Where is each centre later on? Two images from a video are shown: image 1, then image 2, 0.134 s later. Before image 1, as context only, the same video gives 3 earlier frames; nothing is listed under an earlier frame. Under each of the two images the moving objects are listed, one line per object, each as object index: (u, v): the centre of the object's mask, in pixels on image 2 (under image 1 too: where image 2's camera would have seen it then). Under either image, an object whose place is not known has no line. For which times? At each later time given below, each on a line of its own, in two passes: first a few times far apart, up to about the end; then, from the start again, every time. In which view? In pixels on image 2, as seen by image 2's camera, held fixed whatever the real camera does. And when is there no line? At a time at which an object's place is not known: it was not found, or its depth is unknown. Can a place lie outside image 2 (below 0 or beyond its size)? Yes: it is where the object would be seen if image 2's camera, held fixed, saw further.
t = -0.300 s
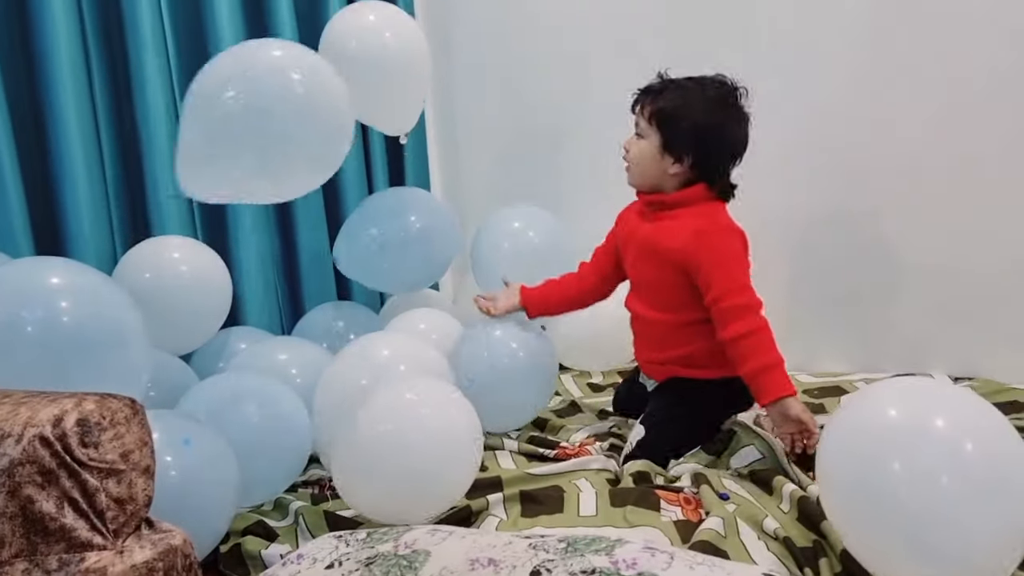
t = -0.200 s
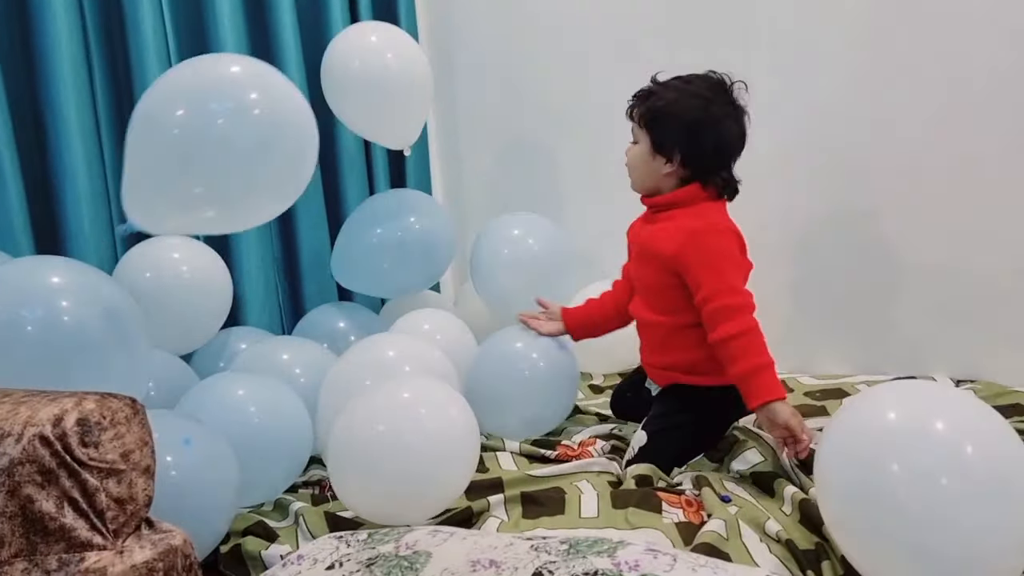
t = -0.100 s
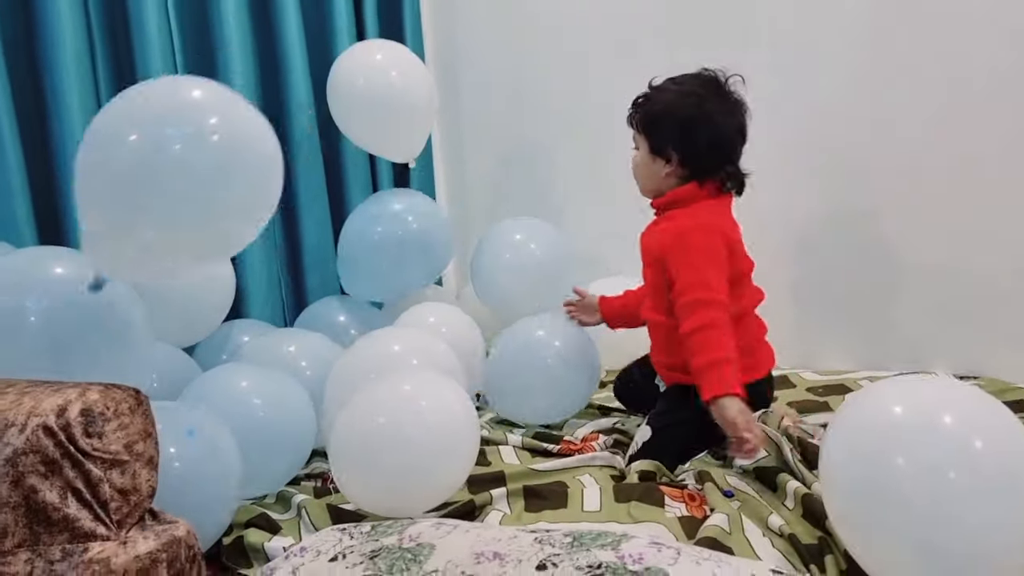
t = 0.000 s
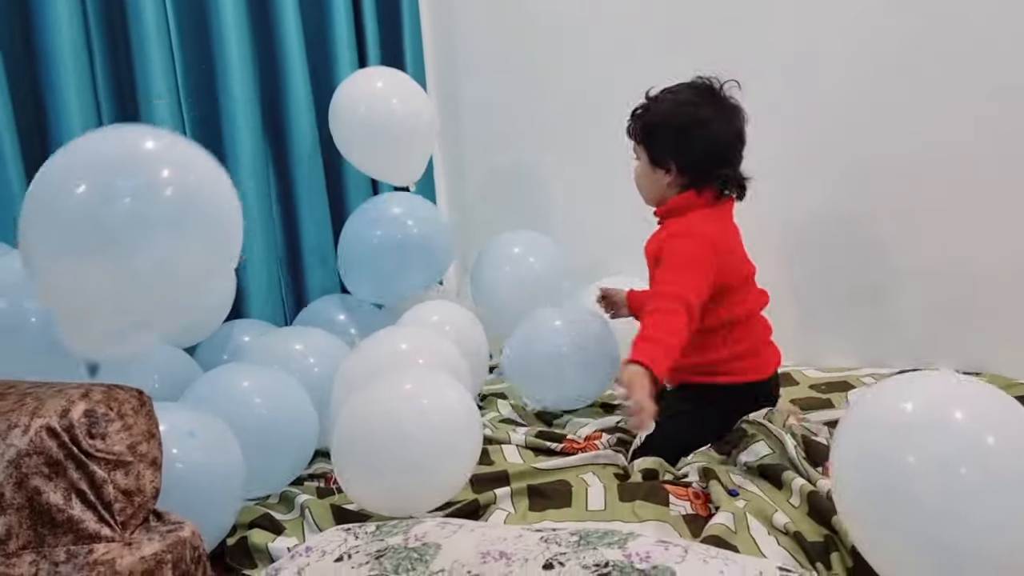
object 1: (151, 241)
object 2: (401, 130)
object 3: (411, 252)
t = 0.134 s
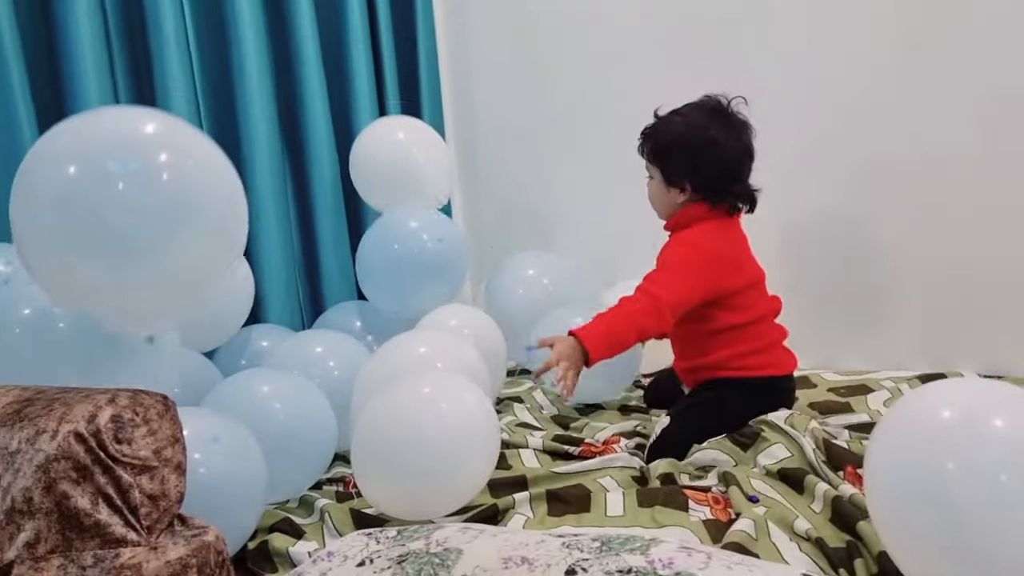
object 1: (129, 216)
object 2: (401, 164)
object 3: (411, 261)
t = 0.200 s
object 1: (126, 179)
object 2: (400, 179)
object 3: (411, 263)
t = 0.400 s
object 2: (411, 207)
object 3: (409, 263)
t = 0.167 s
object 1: (127, 198)
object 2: (400, 172)
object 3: (412, 263)
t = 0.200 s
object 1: (126, 179)
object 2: (400, 179)
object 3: (411, 263)
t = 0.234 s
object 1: (124, 164)
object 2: (400, 185)
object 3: (412, 262)
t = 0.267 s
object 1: (124, 149)
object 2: (400, 192)
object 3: (412, 262)
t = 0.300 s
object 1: (123, 137)
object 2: (402, 197)
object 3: (411, 264)
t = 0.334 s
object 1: (123, 125)
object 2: (404, 200)
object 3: (409, 263)
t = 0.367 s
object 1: (125, 116)
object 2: (407, 206)
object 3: (409, 263)
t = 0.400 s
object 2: (411, 207)
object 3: (409, 263)
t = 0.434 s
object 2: (416, 210)
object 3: (408, 265)
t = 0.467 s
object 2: (408, 210)
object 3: (409, 266)
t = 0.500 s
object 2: (405, 210)
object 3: (408, 266)
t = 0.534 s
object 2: (405, 209)
